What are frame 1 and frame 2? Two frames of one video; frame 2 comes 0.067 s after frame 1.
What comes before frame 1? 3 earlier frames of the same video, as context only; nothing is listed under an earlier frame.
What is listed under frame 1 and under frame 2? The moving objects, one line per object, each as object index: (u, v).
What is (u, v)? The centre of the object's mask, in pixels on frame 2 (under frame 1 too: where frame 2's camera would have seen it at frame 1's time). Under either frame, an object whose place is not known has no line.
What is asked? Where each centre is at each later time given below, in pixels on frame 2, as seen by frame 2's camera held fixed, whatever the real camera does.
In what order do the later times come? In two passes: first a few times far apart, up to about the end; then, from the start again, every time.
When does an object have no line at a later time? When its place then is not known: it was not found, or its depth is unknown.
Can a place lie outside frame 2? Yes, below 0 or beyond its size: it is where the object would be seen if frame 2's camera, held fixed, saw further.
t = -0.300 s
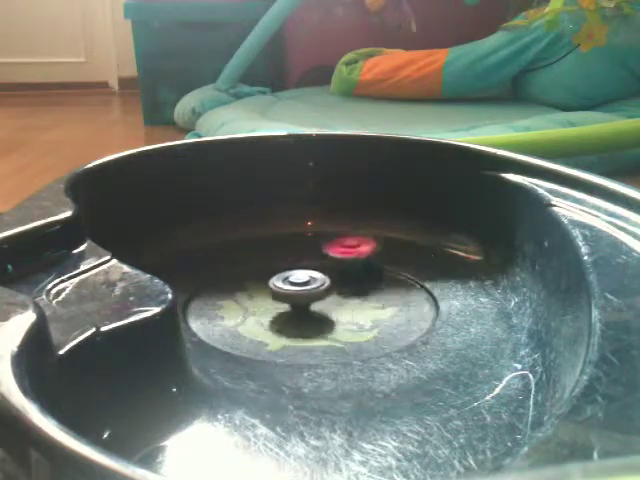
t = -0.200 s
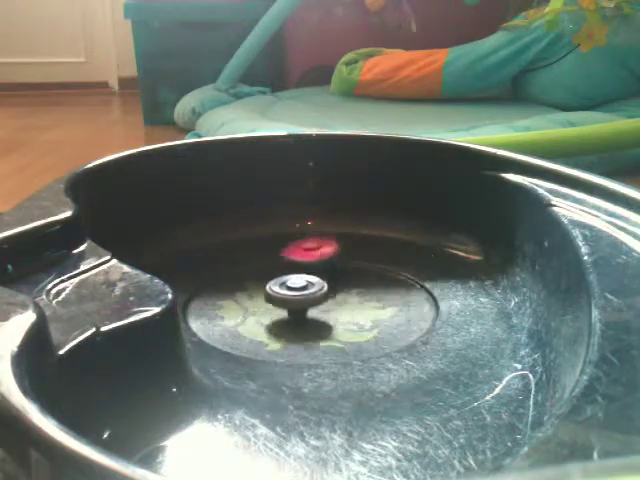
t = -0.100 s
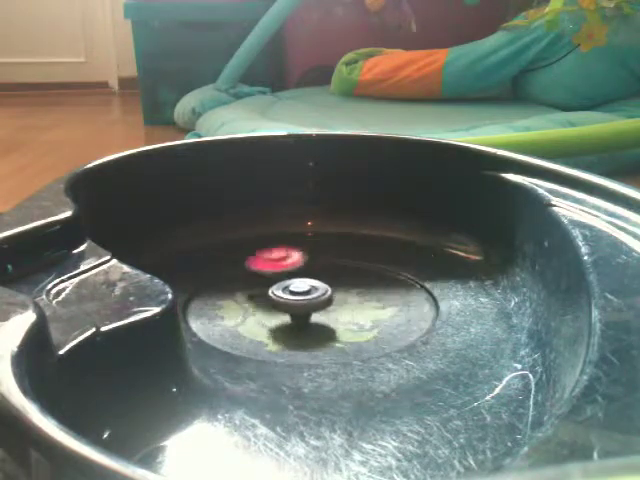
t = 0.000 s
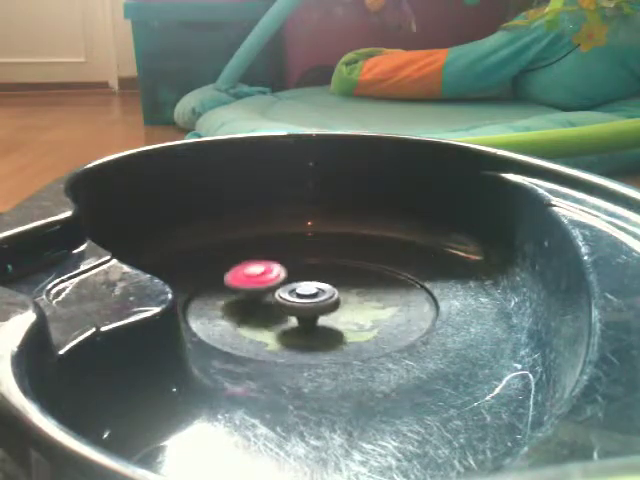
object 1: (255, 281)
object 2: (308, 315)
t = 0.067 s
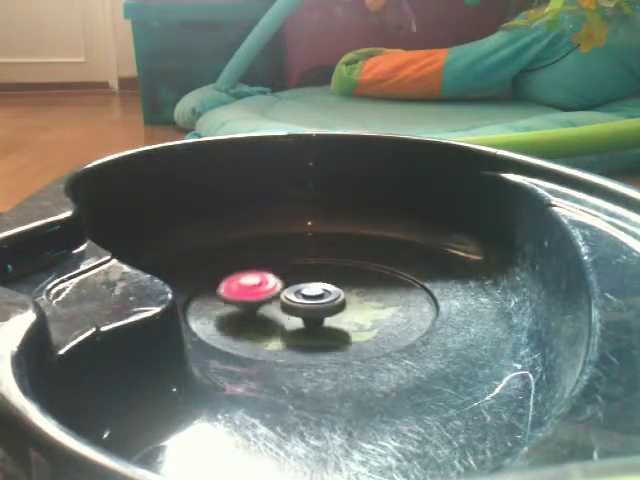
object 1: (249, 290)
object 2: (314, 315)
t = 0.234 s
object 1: (239, 312)
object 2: (353, 316)
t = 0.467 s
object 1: (321, 334)
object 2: (365, 301)
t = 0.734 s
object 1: (396, 300)
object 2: (339, 298)
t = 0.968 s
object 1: (377, 276)
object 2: (282, 295)
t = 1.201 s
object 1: (298, 269)
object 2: (255, 305)
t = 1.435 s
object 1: (226, 279)
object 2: (259, 324)
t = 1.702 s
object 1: (237, 302)
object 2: (316, 334)
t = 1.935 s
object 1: (289, 292)
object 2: (403, 326)
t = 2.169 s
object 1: (254, 275)
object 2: (426, 303)
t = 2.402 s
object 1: (210, 283)
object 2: (399, 290)
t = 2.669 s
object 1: (291, 291)
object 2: (341, 285)
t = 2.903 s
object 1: (332, 306)
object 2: (321, 265)
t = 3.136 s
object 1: (375, 282)
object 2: (280, 279)
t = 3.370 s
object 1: (321, 278)
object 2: (264, 295)
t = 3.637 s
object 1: (271, 274)
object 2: (261, 310)
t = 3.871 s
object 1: (311, 282)
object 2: (288, 340)
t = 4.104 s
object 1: (327, 279)
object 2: (344, 347)
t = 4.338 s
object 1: (302, 277)
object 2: (373, 332)
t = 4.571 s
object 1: (294, 284)
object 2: (391, 320)
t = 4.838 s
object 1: (222, 282)
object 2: (400, 312)
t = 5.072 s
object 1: (243, 297)
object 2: (365, 300)
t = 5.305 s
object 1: (324, 305)
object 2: (324, 268)
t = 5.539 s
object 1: (385, 289)
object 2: (284, 278)
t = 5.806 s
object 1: (364, 262)
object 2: (250, 279)
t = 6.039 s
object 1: (320, 273)
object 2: (223, 288)
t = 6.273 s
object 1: (344, 278)
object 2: (207, 305)
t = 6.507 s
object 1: (369, 286)
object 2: (247, 319)
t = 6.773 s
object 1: (365, 287)
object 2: (304, 322)
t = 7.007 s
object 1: (353, 280)
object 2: (337, 323)
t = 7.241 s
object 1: (317, 283)
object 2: (355, 319)
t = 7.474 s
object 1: (281, 293)
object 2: (372, 312)
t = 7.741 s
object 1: (300, 306)
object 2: (357, 303)
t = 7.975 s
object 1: (296, 314)
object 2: (349, 286)
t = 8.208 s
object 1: (301, 311)
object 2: (324, 275)
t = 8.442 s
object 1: (294, 299)
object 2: (294, 265)
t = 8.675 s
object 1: (276, 301)
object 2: (278, 267)
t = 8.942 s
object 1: (291, 308)
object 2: (277, 273)
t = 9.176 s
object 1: (351, 308)
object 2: (276, 287)
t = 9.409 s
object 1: (417, 303)
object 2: (265, 284)
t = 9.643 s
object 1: (397, 284)
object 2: (273, 292)
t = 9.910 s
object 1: (367, 279)
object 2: (258, 299)
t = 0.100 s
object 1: (246, 294)
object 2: (323, 316)
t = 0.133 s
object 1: (240, 298)
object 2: (333, 316)
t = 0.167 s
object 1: (237, 303)
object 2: (341, 317)
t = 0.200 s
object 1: (236, 307)
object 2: (348, 317)
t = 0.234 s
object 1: (239, 312)
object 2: (353, 316)
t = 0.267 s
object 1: (244, 317)
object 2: (357, 314)
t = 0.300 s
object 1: (252, 322)
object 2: (360, 313)
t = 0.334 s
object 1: (261, 325)
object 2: (362, 312)
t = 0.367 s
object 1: (275, 329)
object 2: (363, 310)
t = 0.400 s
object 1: (288, 331)
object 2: (364, 308)
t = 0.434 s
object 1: (306, 332)
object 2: (365, 305)
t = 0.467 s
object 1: (321, 334)
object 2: (365, 301)
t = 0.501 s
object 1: (337, 332)
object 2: (363, 295)
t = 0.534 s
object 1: (354, 330)
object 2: (357, 288)
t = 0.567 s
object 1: (367, 326)
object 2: (354, 286)
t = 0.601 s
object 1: (378, 323)
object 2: (349, 291)
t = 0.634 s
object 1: (388, 317)
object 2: (346, 294)
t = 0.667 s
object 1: (393, 312)
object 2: (344, 296)
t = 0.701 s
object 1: (396, 306)
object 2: (341, 297)
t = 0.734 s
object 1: (396, 300)
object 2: (339, 298)
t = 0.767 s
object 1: (393, 295)
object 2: (334, 297)
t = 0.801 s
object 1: (391, 290)
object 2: (328, 296)
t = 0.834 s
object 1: (393, 287)
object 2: (316, 294)
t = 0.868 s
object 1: (393, 282)
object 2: (306, 294)
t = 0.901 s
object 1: (390, 278)
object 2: (296, 294)
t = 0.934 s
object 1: (384, 278)
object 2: (288, 296)
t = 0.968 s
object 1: (377, 276)
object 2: (282, 295)
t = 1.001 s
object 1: (369, 273)
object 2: (276, 297)
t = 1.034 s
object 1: (357, 270)
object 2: (271, 297)
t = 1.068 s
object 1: (347, 271)
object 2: (266, 299)
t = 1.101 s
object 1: (333, 274)
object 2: (262, 299)
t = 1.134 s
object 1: (320, 270)
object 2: (259, 301)
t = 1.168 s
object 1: (308, 270)
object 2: (256, 303)
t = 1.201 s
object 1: (298, 269)
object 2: (255, 305)
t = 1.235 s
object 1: (287, 268)
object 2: (252, 306)
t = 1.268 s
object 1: (276, 268)
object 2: (252, 309)
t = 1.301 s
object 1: (262, 267)
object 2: (252, 311)
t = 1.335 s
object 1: (251, 268)
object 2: (251, 313)
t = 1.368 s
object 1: (242, 270)
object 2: (253, 317)
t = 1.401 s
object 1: (232, 275)
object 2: (254, 321)
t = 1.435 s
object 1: (226, 279)
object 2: (259, 324)
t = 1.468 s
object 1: (219, 282)
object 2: (263, 327)
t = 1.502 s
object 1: (215, 286)
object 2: (270, 329)
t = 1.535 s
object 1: (212, 289)
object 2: (277, 331)
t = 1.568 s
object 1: (210, 290)
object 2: (286, 333)
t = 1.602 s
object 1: (211, 295)
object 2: (293, 334)
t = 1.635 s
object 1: (217, 294)
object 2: (301, 334)
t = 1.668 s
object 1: (226, 298)
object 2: (308, 334)
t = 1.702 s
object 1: (237, 302)
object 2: (316, 334)
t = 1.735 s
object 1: (251, 306)
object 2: (323, 333)
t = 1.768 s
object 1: (262, 307)
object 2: (332, 331)
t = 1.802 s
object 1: (272, 307)
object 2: (344, 330)
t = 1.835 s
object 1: (283, 305)
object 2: (353, 330)
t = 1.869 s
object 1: (293, 303)
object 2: (364, 329)
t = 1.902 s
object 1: (290, 297)
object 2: (384, 328)
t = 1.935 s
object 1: (289, 292)
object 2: (403, 326)
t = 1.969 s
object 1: (287, 291)
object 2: (412, 324)
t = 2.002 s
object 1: (283, 282)
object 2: (419, 320)
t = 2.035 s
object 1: (279, 282)
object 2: (422, 316)
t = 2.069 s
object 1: (273, 280)
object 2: (424, 313)
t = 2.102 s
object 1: (266, 279)
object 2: (425, 309)
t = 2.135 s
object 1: (261, 278)
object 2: (426, 306)
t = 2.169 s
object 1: (254, 275)
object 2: (426, 303)
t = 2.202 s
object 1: (246, 274)
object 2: (424, 301)
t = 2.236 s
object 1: (237, 273)
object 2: (422, 298)
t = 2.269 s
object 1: (227, 274)
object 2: (419, 296)
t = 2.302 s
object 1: (221, 275)
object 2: (415, 295)
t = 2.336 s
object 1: (215, 276)
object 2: (410, 292)
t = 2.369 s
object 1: (212, 280)
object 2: (404, 290)
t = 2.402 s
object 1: (210, 283)
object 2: (399, 290)
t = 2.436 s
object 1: (211, 282)
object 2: (392, 288)
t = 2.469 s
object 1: (215, 284)
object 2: (385, 287)
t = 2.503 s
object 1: (226, 285)
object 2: (378, 286)
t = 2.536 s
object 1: (237, 288)
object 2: (370, 285)
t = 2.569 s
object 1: (250, 290)
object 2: (362, 285)
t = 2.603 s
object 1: (263, 292)
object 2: (354, 285)
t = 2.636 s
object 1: (277, 292)
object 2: (346, 286)
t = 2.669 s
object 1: (291, 291)
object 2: (341, 285)
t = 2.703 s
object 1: (294, 294)
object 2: (342, 281)
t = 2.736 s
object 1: (293, 298)
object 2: (344, 277)
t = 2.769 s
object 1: (295, 302)
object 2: (343, 274)
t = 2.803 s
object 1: (300, 304)
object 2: (342, 271)
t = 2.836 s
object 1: (309, 305)
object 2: (337, 269)
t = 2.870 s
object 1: (319, 306)
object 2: (329, 266)
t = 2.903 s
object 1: (332, 306)
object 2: (321, 265)
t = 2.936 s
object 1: (343, 304)
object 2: (312, 268)
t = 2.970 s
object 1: (353, 302)
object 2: (306, 271)
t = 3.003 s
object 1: (362, 298)
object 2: (301, 274)
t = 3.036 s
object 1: (369, 295)
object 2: (298, 276)
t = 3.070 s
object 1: (374, 291)
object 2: (293, 277)
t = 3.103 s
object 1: (376, 286)
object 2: (287, 278)
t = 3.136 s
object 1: (375, 282)
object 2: (280, 279)
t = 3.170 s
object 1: (373, 277)
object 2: (277, 282)
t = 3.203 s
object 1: (368, 273)
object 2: (274, 284)
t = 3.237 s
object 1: (361, 269)
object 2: (271, 286)
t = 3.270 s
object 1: (354, 273)
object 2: (269, 288)
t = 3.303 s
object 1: (344, 273)
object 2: (267, 291)
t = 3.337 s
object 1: (332, 279)
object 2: (265, 293)
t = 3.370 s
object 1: (321, 278)
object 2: (264, 295)
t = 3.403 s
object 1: (313, 272)
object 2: (265, 297)
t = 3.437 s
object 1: (306, 272)
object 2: (260, 299)
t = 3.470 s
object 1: (298, 272)
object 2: (261, 304)
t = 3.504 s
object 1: (293, 272)
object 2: (256, 305)
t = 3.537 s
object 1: (287, 272)
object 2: (256, 310)
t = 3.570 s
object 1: (279, 269)
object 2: (259, 313)
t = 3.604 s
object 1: (274, 271)
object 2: (258, 310)
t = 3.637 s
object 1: (271, 274)
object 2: (261, 310)
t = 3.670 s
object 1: (270, 277)
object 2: (264, 314)
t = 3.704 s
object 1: (273, 280)
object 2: (267, 323)
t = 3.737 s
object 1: (279, 281)
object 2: (270, 327)
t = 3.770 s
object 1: (288, 283)
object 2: (271, 332)
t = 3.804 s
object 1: (295, 283)
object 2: (275, 335)
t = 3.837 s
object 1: (303, 282)
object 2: (282, 337)
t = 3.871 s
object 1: (311, 282)
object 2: (288, 340)
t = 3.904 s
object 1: (317, 282)
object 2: (296, 342)
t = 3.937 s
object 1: (322, 280)
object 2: (304, 344)
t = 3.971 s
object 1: (325, 278)
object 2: (312, 345)
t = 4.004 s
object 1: (326, 276)
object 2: (321, 346)
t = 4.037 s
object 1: (327, 276)
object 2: (329, 348)
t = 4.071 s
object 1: (327, 273)
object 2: (336, 348)
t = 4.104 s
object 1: (327, 279)
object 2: (344, 347)
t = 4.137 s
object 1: (326, 279)
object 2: (351, 346)
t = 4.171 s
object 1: (323, 278)
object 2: (358, 345)
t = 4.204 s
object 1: (320, 278)
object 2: (362, 342)
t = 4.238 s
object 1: (316, 278)
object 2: (367, 339)
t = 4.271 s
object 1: (309, 274)
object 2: (370, 336)
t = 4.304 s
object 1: (306, 281)
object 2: (372, 334)
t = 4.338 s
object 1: (302, 277)
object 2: (373, 332)
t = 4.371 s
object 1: (300, 279)
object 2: (373, 329)
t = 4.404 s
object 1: (300, 281)
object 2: (372, 326)
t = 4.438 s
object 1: (301, 279)
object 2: (371, 324)
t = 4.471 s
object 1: (304, 288)
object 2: (369, 322)
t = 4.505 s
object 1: (308, 291)
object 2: (366, 319)
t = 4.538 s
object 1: (307, 290)
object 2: (372, 318)
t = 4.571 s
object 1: (294, 284)
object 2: (391, 320)
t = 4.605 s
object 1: (280, 283)
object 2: (407, 324)
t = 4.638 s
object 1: (269, 278)
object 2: (414, 326)
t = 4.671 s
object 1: (262, 279)
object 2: (416, 325)
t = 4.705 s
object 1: (254, 278)
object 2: (414, 323)
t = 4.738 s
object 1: (244, 278)
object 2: (411, 319)
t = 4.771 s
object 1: (237, 279)
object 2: (408, 316)
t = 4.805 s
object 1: (228, 280)
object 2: (404, 314)
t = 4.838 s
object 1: (222, 282)
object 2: (400, 312)
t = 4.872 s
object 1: (218, 284)
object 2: (396, 309)
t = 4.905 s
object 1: (215, 286)
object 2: (392, 308)
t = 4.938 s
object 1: (215, 290)
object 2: (387, 307)
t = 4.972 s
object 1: (218, 294)
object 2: (383, 305)
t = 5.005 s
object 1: (225, 294)
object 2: (377, 304)
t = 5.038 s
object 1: (233, 297)
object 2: (372, 302)
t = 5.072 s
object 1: (243, 297)
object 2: (365, 300)
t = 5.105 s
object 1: (254, 298)
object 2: (359, 298)
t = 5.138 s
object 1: (267, 300)
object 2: (353, 297)
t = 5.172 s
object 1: (279, 301)
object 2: (346, 296)
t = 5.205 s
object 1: (293, 302)
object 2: (341, 294)
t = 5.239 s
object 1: (306, 301)
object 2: (338, 286)
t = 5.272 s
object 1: (317, 304)
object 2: (332, 278)
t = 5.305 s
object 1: (324, 305)
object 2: (324, 268)
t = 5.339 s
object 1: (332, 304)
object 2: (318, 268)
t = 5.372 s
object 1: (343, 303)
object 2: (308, 277)
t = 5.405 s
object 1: (354, 301)
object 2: (303, 279)
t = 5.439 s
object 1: (363, 299)
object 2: (300, 280)
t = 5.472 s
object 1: (372, 296)
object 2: (295, 279)
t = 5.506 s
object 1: (379, 292)
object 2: (290, 279)
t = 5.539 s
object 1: (385, 289)
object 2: (284, 278)
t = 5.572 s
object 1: (388, 286)
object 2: (279, 278)
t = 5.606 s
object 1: (390, 282)
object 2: (274, 277)
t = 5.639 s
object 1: (389, 276)
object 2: (269, 276)
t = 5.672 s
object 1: (388, 275)
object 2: (264, 277)
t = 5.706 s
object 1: (384, 269)
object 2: (260, 277)
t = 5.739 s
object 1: (378, 265)
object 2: (255, 278)
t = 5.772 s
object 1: (372, 264)
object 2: (252, 278)
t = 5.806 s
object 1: (364, 262)
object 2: (250, 279)
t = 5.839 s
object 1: (354, 266)
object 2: (248, 280)
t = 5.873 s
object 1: (345, 268)
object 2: (246, 281)
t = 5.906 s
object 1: (334, 268)
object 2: (245, 282)
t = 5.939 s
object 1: (324, 267)
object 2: (246, 284)
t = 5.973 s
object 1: (314, 270)
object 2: (246, 285)
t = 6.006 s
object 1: (312, 273)
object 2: (241, 285)
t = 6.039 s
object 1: (320, 273)
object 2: (223, 288)
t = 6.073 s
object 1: (327, 273)
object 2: (211, 290)
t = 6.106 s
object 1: (331, 274)
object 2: (203, 293)
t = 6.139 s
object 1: (334, 269)
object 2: (201, 295)
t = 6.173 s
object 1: (337, 277)
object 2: (201, 297)
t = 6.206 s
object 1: (338, 273)
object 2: (202, 299)
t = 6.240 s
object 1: (341, 276)
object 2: (204, 302)
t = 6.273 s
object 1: (344, 278)
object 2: (207, 305)
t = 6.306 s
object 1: (347, 280)
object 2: (210, 308)
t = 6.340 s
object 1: (350, 282)
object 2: (216, 310)
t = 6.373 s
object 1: (355, 283)
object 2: (221, 312)
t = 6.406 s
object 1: (359, 284)
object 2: (227, 314)
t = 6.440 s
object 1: (364, 285)
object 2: (234, 316)
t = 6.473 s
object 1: (367, 286)
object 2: (240, 317)
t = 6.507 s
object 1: (369, 286)
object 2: (247, 319)
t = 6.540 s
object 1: (371, 286)
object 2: (253, 320)
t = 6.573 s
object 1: (372, 286)
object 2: (261, 321)
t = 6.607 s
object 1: (372, 286)
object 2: (268, 322)
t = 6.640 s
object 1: (372, 286)
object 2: (275, 323)
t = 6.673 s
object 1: (372, 286)
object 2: (284, 323)
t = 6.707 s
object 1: (370, 286)
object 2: (290, 323)
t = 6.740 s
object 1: (368, 287)
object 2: (297, 322)
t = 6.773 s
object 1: (365, 287)
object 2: (304, 322)
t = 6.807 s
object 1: (362, 288)
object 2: (312, 321)
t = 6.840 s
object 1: (360, 287)
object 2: (316, 321)
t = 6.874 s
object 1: (359, 286)
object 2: (317, 322)
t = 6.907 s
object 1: (357, 285)
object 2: (321, 321)
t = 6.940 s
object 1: (355, 283)
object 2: (325, 322)
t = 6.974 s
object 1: (354, 281)
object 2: (332, 323)
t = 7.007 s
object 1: (353, 280)
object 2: (337, 323)
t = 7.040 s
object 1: (349, 279)
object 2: (339, 323)
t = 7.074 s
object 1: (346, 278)
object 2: (342, 324)
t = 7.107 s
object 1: (341, 278)
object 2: (345, 323)
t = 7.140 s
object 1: (335, 278)
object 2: (346, 322)
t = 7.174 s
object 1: (329, 279)
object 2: (348, 322)
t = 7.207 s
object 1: (323, 280)
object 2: (348, 321)
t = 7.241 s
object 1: (317, 283)
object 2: (355, 319)
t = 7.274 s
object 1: (312, 285)
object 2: (359, 317)
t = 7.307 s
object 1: (305, 286)
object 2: (365, 318)
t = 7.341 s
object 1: (299, 287)
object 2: (368, 318)
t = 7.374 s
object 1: (293, 288)
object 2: (370, 316)
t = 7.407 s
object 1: (288, 289)
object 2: (371, 315)
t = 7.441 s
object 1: (283, 291)
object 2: (372, 314)
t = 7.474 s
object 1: (281, 293)
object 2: (372, 312)
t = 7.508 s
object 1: (278, 295)
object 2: (371, 311)
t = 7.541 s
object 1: (278, 298)
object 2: (370, 309)
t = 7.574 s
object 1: (280, 300)
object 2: (368, 310)
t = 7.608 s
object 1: (283, 302)
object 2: (366, 308)
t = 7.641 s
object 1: (286, 303)
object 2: (363, 307)
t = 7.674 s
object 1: (292, 305)
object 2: (360, 306)
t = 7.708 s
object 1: (298, 306)
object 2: (357, 305)
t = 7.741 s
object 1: (300, 306)
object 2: (357, 303)
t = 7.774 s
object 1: (303, 306)
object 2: (355, 300)
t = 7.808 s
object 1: (307, 306)
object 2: (353, 300)
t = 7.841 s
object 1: (305, 308)
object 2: (354, 296)
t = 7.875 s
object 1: (301, 310)
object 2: (356, 292)
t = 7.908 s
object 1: (299, 312)
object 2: (354, 290)
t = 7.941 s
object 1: (297, 313)
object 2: (352, 287)
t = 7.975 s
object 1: (296, 314)
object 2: (349, 286)
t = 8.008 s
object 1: (296, 314)
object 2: (346, 285)
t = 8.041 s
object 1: (296, 315)
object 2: (343, 284)
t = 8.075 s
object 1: (296, 314)
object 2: (339, 282)
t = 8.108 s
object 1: (297, 314)
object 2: (336, 281)
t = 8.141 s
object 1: (298, 313)
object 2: (332, 279)
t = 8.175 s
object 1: (300, 312)
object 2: (328, 277)
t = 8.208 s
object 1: (301, 311)
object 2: (324, 275)
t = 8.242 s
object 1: (303, 309)
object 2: (320, 273)
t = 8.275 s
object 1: (303, 307)
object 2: (316, 271)
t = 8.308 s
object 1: (302, 305)
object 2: (308, 266)
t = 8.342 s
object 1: (301, 303)
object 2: (304, 265)
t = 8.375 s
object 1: (300, 301)
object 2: (301, 265)
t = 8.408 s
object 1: (297, 300)
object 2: (297, 265)
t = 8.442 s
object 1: (294, 299)
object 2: (294, 265)
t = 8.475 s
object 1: (291, 299)
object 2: (291, 265)
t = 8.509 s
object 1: (287, 299)
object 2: (289, 265)
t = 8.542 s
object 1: (283, 299)
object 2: (286, 265)
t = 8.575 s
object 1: (280, 299)
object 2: (284, 265)
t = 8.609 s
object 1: (278, 300)
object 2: (281, 266)
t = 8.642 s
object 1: (277, 301)
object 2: (279, 266)
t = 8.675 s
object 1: (276, 301)
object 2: (278, 267)
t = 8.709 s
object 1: (277, 302)
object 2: (276, 268)
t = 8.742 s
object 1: (278, 303)
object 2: (276, 269)
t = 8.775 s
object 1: (279, 304)
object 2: (275, 270)
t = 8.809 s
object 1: (280, 305)
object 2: (275, 270)
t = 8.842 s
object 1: (282, 306)
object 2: (276, 271)
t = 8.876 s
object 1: (284, 307)
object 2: (276, 272)
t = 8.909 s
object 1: (287, 307)
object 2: (276, 273)
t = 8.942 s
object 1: (291, 308)
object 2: (277, 273)
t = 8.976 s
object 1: (295, 307)
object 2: (278, 274)
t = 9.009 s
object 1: (303, 307)
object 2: (279, 275)
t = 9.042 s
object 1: (309, 307)
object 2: (280, 277)
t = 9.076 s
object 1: (314, 306)
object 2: (281, 279)
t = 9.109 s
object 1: (320, 305)
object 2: (283, 280)
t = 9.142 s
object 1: (337, 305)
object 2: (281, 279)
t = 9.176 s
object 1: (351, 308)
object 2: (276, 287)
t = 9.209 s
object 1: (366, 311)
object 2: (274, 285)
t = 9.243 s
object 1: (377, 311)
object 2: (272, 283)
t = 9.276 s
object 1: (387, 310)
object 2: (270, 283)
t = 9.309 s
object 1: (397, 309)
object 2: (268, 283)
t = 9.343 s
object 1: (405, 308)
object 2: (267, 283)
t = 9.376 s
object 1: (411, 306)
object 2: (266, 283)
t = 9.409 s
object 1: (417, 303)
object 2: (265, 284)
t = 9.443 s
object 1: (421, 300)
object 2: (265, 285)
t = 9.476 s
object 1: (422, 297)
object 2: (265, 286)
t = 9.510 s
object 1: (421, 294)
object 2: (266, 287)
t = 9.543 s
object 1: (418, 291)
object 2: (266, 288)
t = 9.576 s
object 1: (413, 288)
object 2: (268, 289)
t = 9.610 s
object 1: (405, 286)
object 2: (270, 291)
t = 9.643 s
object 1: (397, 284)
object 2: (273, 292)
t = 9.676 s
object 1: (388, 283)
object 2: (275, 293)
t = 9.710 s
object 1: (380, 282)
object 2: (279, 295)
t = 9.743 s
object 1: (370, 281)
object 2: (282, 296)
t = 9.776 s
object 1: (360, 281)
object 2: (286, 297)
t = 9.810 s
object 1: (353, 281)
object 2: (288, 298)
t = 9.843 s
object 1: (351, 281)
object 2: (284, 298)
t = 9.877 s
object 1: (359, 280)
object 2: (271, 298)
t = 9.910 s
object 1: (367, 279)
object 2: (258, 299)
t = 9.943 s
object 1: (369, 278)
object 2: (249, 301)
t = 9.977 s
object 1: (369, 277)
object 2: (244, 303)
